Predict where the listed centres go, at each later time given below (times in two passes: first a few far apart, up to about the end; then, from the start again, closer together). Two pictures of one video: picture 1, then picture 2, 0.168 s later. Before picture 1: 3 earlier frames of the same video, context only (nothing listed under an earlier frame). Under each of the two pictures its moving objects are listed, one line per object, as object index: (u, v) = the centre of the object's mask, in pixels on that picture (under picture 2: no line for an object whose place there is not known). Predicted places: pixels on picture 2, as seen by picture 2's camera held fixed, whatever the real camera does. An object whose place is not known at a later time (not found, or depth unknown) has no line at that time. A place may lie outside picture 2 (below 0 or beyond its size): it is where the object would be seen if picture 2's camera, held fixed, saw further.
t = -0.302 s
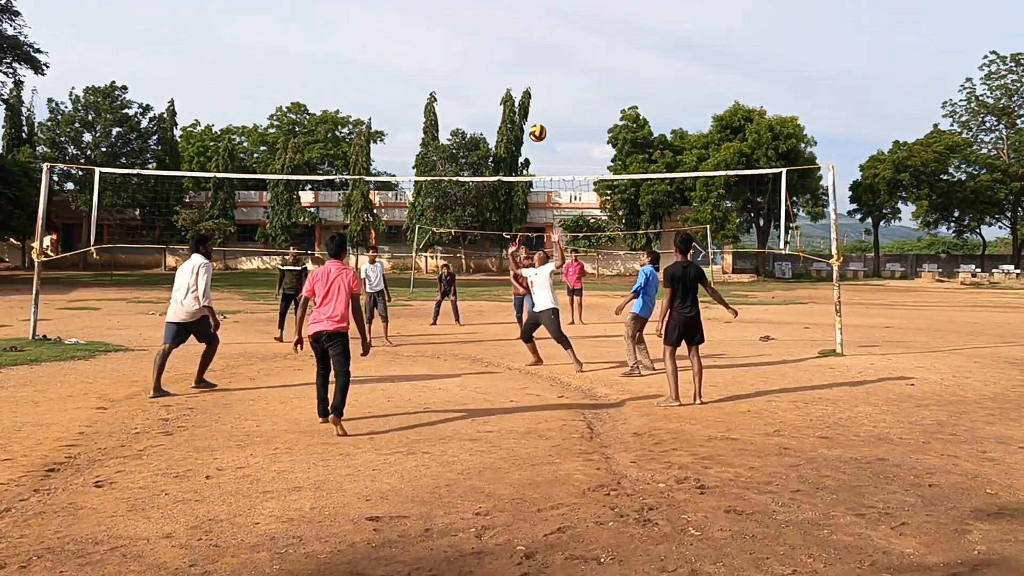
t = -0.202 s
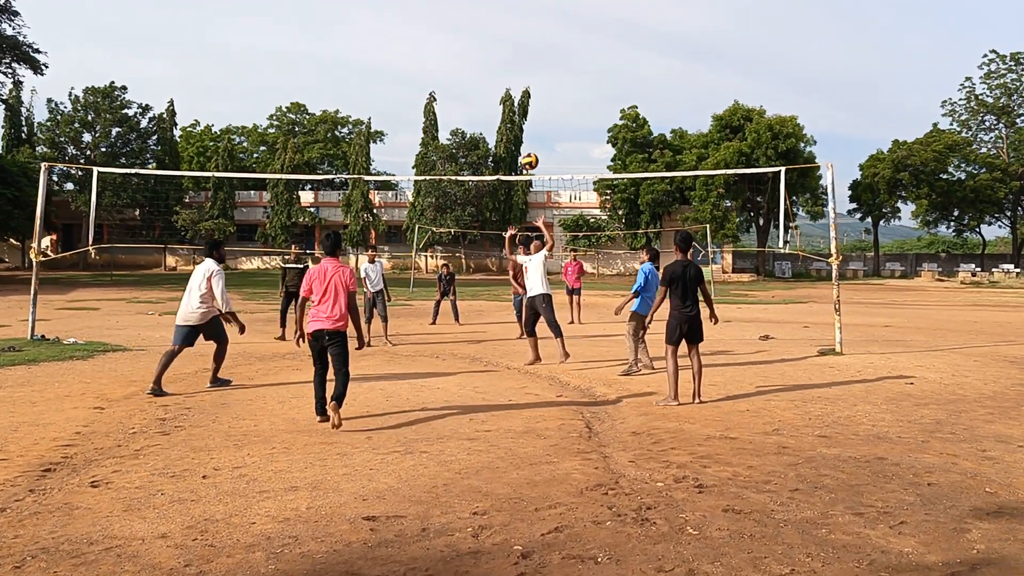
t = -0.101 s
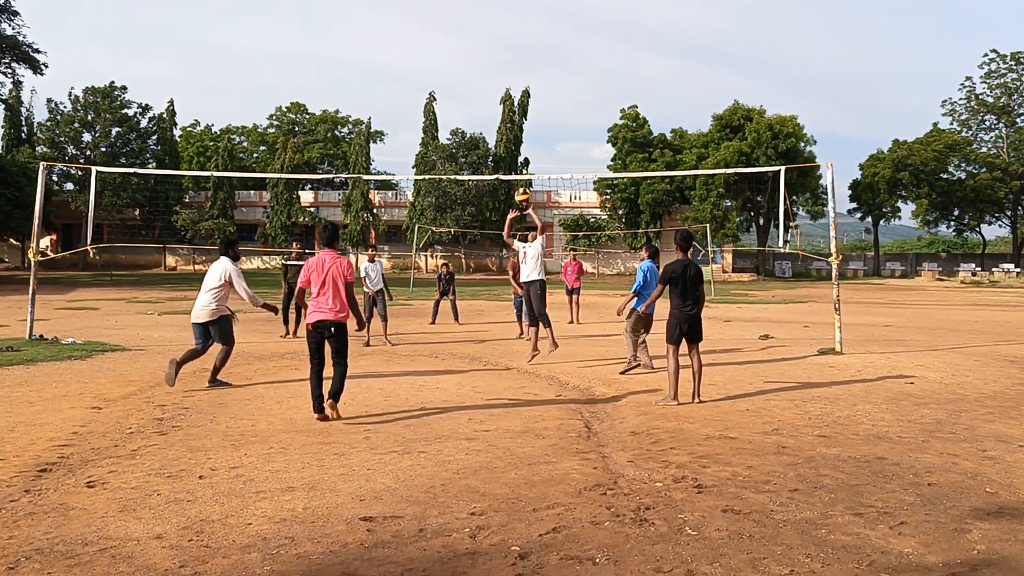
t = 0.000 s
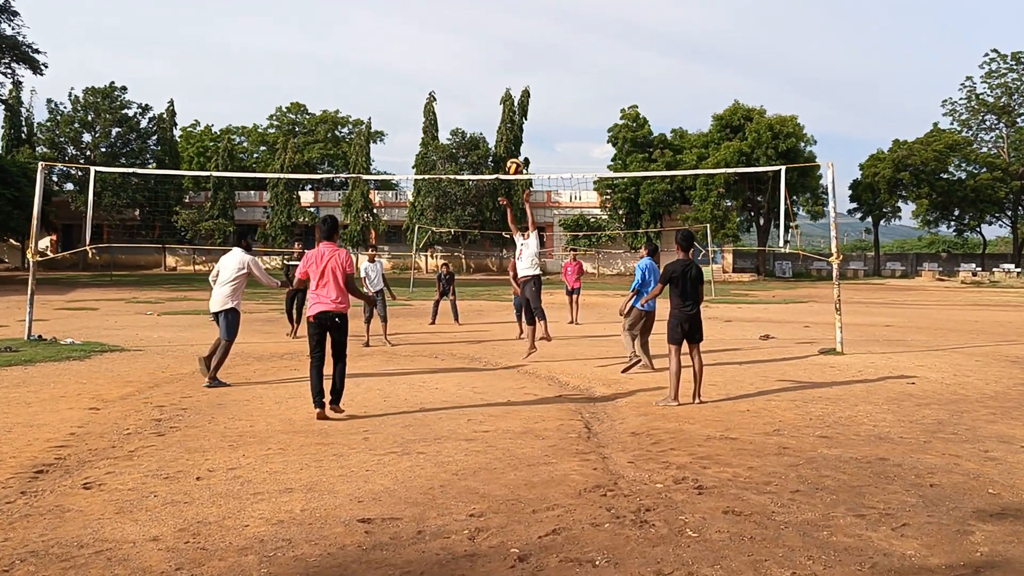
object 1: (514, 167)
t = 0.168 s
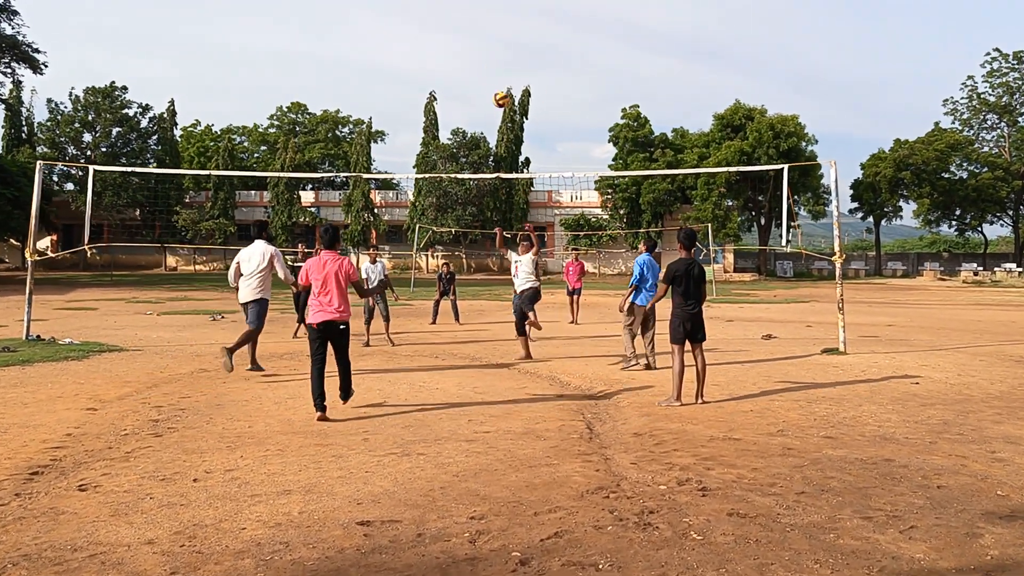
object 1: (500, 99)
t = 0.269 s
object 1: (492, 71)
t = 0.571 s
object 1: (464, 34)
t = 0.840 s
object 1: (442, 58)
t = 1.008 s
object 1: (430, 97)
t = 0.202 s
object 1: (498, 89)
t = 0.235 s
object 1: (494, 80)
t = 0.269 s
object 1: (492, 71)
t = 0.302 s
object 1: (488, 64)
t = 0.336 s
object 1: (484, 56)
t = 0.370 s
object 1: (481, 50)
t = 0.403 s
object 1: (478, 45)
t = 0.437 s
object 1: (475, 42)
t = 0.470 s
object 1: (473, 38)
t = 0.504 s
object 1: (472, 37)
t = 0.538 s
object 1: (467, 35)
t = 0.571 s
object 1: (464, 34)
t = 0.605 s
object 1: (462, 34)
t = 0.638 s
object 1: (460, 36)
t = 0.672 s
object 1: (456, 38)
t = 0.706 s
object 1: (452, 39)
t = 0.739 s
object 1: (449, 43)
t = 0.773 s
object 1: (447, 47)
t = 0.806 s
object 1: (445, 51)
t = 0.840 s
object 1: (442, 58)
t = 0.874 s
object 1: (437, 65)
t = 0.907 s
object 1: (438, 72)
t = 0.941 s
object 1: (434, 80)
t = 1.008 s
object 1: (430, 97)
